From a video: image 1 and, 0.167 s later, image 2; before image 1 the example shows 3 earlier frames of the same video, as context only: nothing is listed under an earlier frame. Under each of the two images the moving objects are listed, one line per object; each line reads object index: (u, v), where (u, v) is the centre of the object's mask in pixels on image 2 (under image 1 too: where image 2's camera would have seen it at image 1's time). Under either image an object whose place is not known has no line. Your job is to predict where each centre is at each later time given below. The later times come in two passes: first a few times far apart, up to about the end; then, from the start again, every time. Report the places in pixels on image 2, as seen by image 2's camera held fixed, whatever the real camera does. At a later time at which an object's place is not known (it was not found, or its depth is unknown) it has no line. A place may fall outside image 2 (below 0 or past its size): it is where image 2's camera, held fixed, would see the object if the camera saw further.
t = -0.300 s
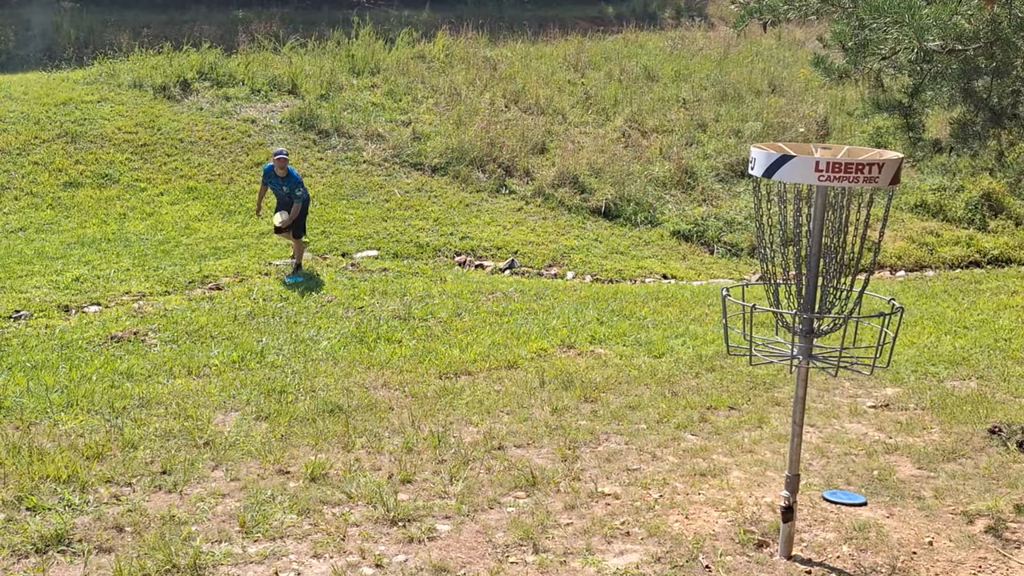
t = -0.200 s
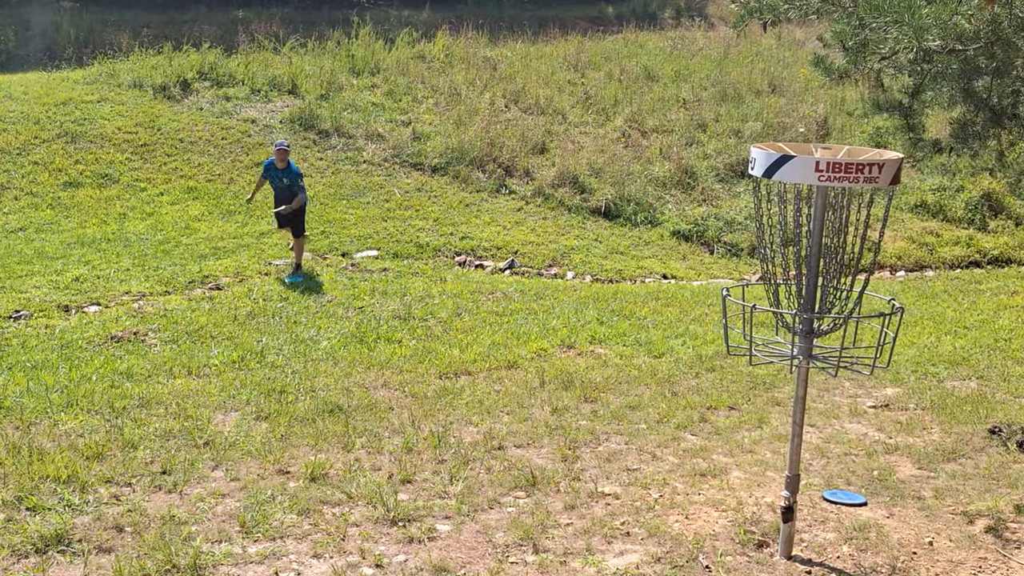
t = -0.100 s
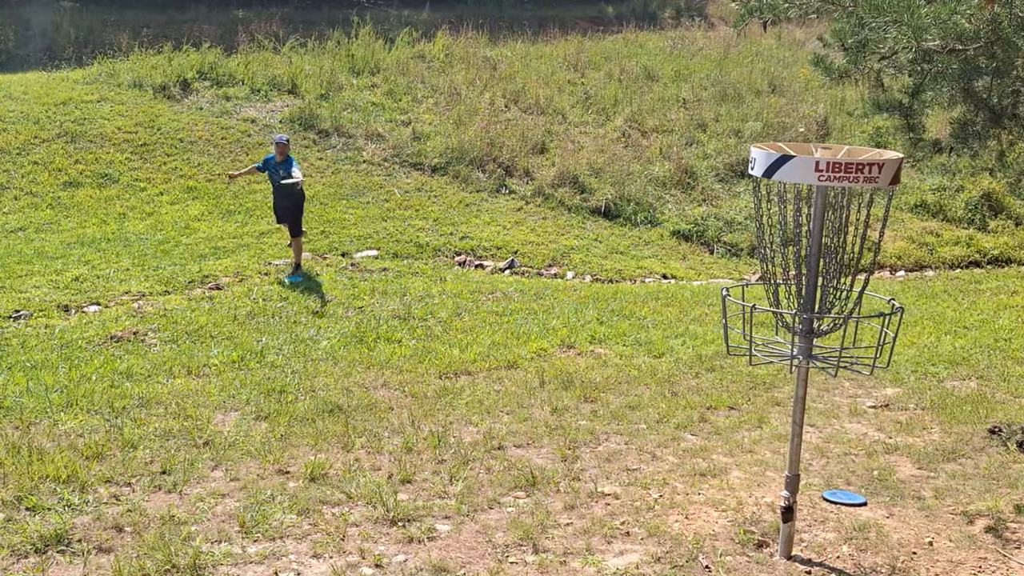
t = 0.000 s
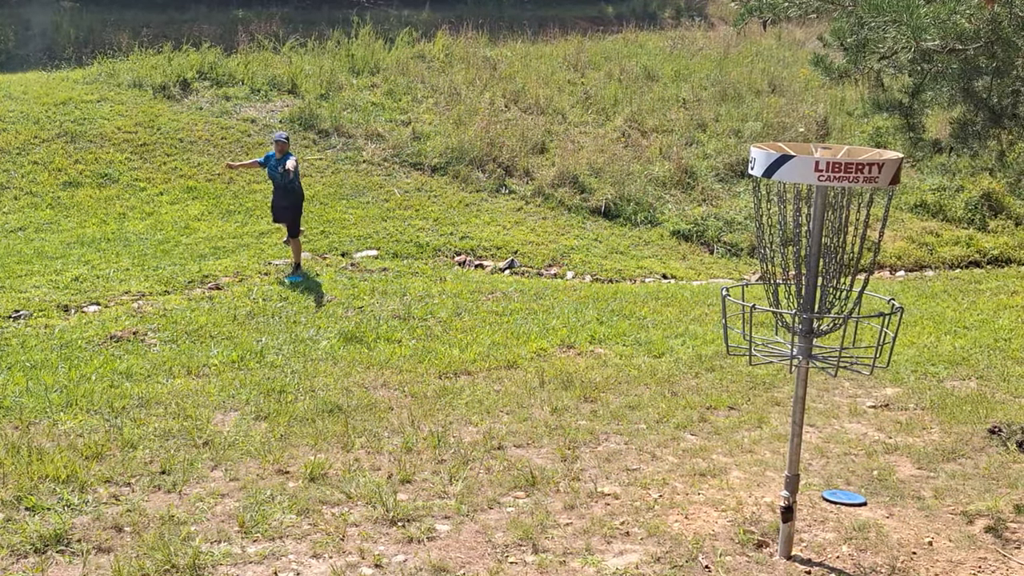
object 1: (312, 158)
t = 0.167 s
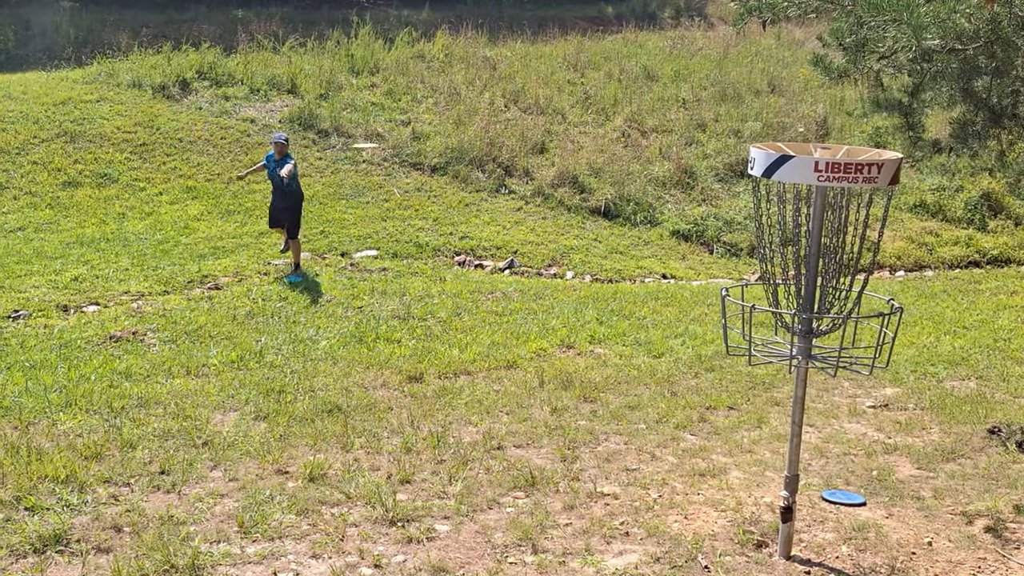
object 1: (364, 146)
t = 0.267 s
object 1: (404, 155)
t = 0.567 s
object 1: (577, 252)
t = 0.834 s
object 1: (847, 442)
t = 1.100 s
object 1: (1172, 599)
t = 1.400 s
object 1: (1314, 634)
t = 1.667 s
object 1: (1317, 634)
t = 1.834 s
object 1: (1319, 634)
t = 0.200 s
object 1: (375, 147)
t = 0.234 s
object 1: (390, 151)
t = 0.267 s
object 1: (404, 155)
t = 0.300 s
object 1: (419, 160)
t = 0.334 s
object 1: (435, 167)
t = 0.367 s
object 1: (451, 175)
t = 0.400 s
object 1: (470, 184)
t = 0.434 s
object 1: (490, 194)
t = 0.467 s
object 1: (510, 207)
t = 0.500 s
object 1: (530, 220)
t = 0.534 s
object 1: (553, 235)
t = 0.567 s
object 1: (577, 252)
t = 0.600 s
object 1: (602, 270)
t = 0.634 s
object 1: (631, 289)
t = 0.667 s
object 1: (660, 311)
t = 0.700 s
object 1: (692, 335)
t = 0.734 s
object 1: (725, 362)
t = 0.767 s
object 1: (764, 390)
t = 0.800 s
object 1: (806, 420)
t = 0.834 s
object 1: (847, 442)
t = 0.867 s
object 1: (892, 466)
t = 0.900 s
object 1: (939, 494)
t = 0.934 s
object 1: (988, 523)
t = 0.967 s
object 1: (1038, 555)
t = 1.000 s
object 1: (1089, 591)
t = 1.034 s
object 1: (1124, 602)
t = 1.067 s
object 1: (1149, 600)
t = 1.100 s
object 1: (1172, 599)
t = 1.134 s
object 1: (1194, 602)
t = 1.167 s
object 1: (1213, 606)
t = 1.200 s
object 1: (1235, 614)
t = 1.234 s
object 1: (1257, 619)
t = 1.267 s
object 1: (1280, 631)
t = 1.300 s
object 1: (1293, 636)
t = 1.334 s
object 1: (1301, 635)
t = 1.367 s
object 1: (1307, 635)
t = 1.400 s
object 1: (1314, 634)
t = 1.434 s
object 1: (1317, 634)
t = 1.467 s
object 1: (1316, 634)
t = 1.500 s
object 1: (1316, 634)
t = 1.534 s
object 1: (1317, 634)
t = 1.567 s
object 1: (1317, 634)
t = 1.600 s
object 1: (1317, 634)
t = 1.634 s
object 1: (1318, 633)
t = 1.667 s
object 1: (1317, 634)
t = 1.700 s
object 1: (1318, 634)
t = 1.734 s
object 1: (1318, 634)
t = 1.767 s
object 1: (1318, 634)
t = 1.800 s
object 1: (1318, 634)
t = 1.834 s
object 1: (1319, 634)
